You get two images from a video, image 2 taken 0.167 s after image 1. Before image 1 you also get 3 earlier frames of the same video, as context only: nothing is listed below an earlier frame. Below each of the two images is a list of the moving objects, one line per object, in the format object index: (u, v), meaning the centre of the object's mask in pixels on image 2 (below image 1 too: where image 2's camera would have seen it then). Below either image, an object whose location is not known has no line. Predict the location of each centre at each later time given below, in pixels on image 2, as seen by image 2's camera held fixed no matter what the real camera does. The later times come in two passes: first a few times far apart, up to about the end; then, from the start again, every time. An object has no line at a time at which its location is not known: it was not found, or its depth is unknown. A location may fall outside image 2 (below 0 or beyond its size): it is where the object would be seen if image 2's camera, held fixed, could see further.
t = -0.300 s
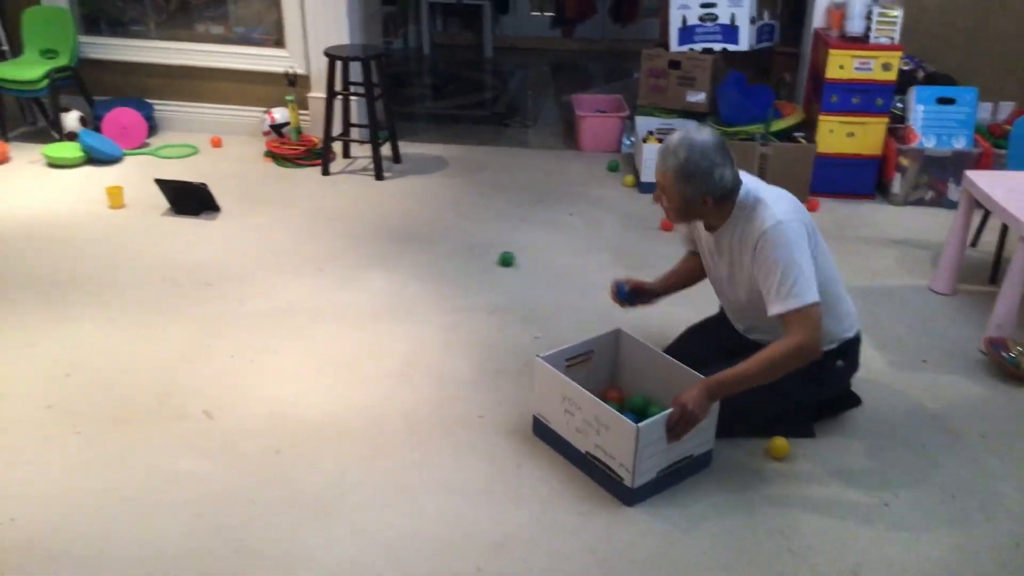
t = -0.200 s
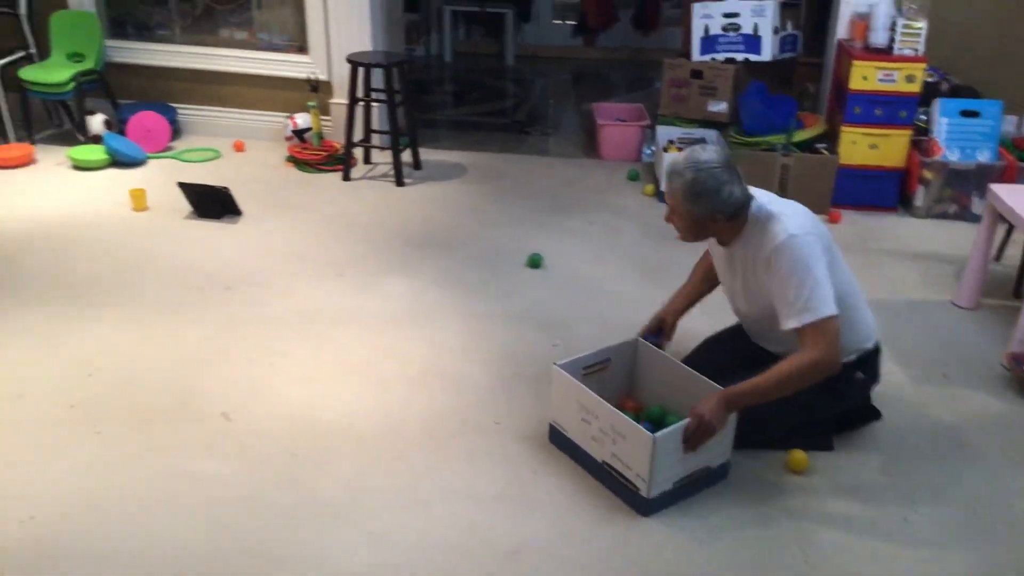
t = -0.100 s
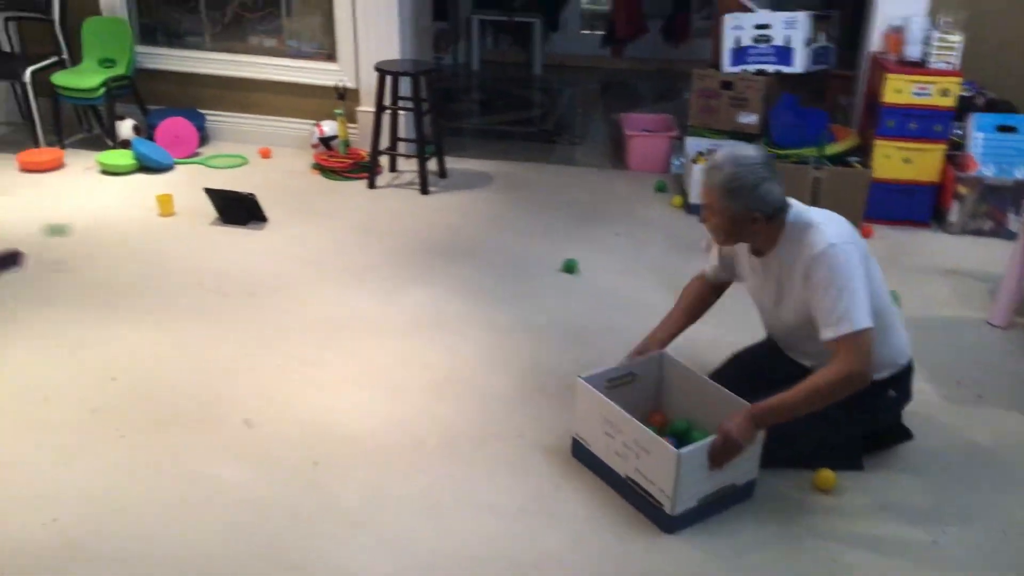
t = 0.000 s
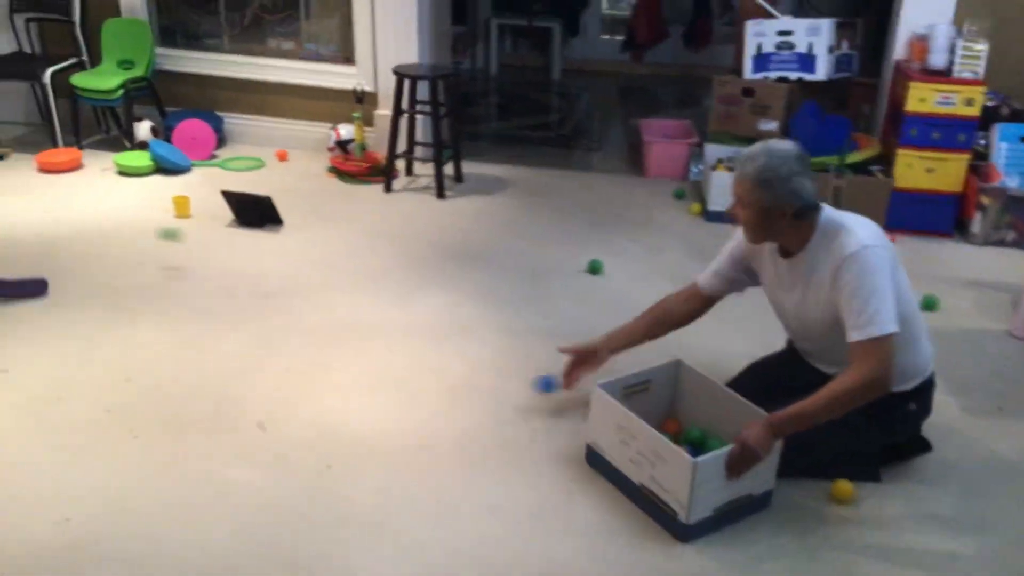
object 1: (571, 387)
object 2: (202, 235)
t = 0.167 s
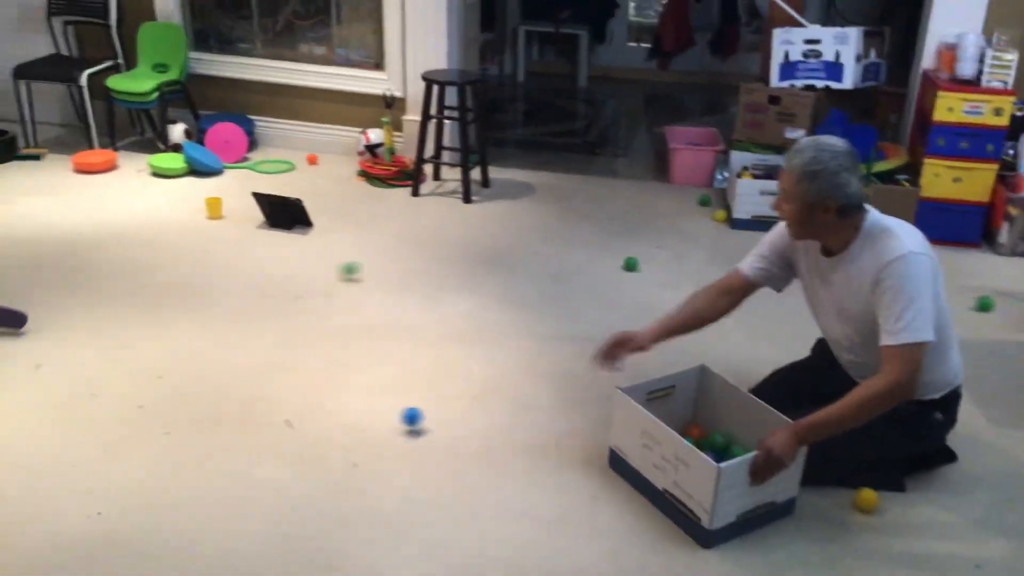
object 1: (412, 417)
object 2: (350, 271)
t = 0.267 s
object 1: (340, 429)
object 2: (410, 266)
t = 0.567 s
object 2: (530, 275)
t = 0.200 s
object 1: (387, 418)
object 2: (369, 265)
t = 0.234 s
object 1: (363, 421)
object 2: (389, 265)
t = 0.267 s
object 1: (340, 429)
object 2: (410, 266)
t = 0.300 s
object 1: (317, 434)
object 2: (428, 271)
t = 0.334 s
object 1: (296, 434)
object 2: (448, 277)
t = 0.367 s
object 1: (278, 435)
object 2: (462, 276)
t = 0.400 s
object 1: (257, 441)
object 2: (475, 273)
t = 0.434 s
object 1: (237, 442)
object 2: (487, 272)
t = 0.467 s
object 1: (218, 444)
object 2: (500, 273)
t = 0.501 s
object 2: (512, 277)
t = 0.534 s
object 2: (521, 276)
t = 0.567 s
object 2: (530, 275)
